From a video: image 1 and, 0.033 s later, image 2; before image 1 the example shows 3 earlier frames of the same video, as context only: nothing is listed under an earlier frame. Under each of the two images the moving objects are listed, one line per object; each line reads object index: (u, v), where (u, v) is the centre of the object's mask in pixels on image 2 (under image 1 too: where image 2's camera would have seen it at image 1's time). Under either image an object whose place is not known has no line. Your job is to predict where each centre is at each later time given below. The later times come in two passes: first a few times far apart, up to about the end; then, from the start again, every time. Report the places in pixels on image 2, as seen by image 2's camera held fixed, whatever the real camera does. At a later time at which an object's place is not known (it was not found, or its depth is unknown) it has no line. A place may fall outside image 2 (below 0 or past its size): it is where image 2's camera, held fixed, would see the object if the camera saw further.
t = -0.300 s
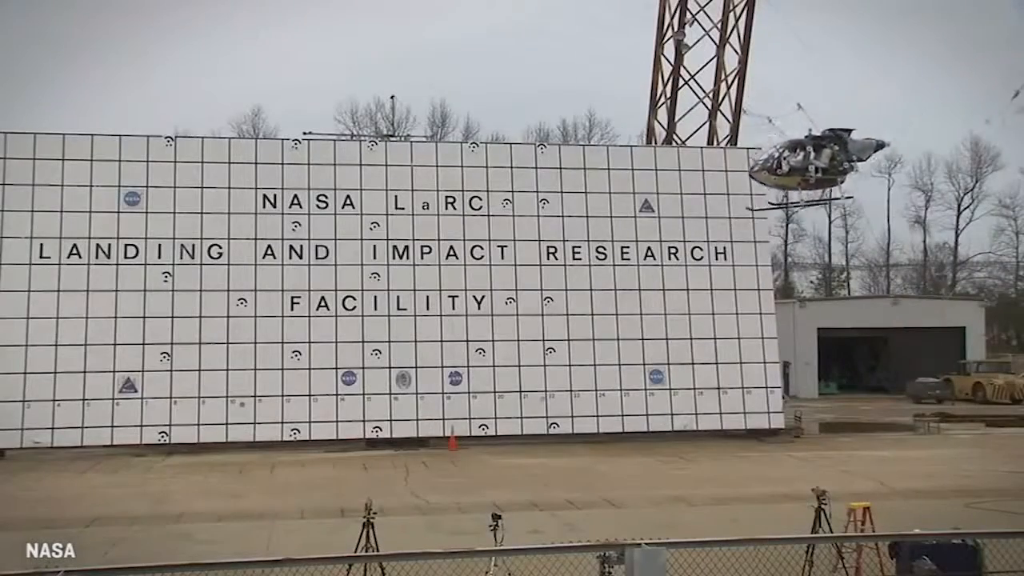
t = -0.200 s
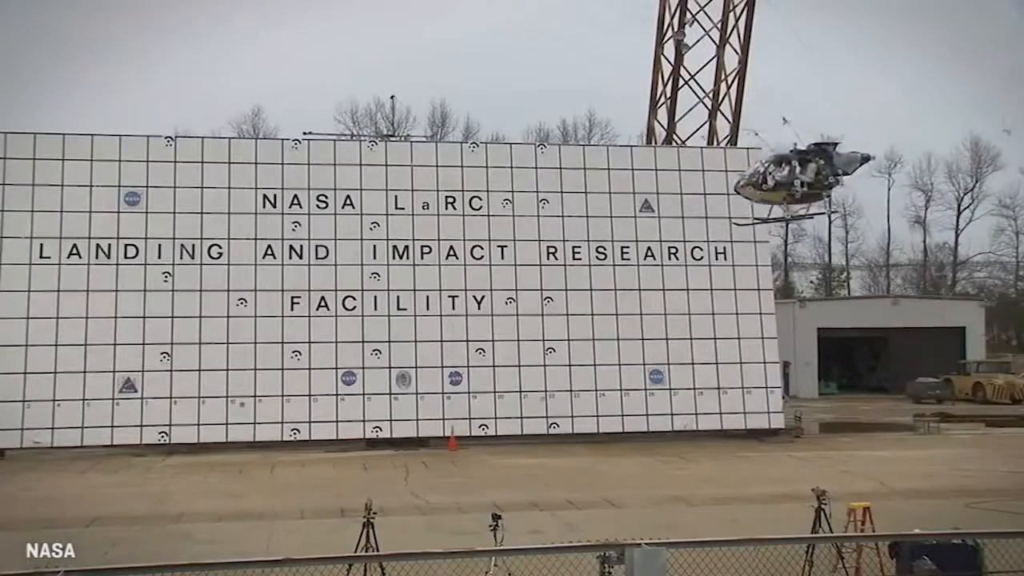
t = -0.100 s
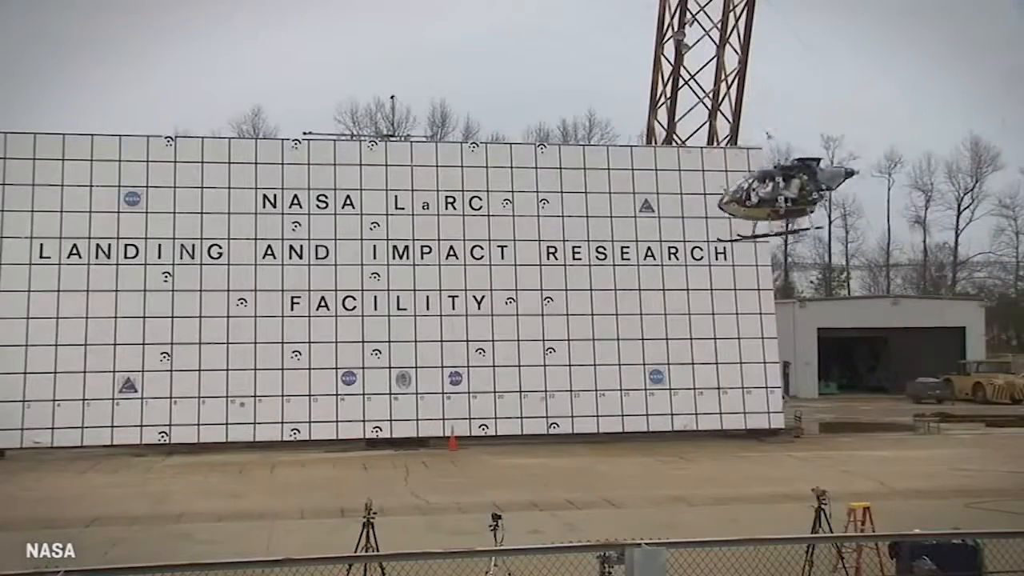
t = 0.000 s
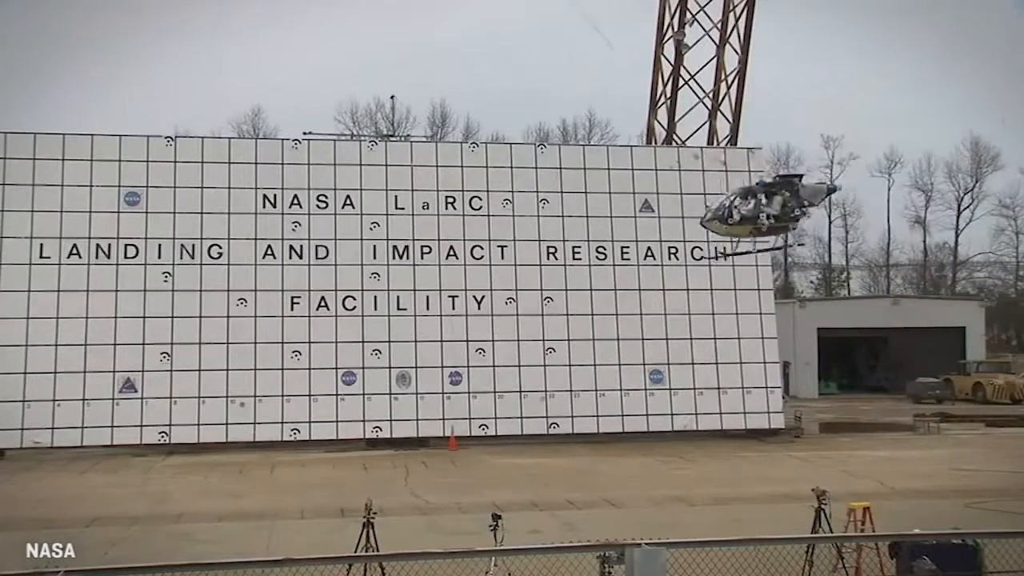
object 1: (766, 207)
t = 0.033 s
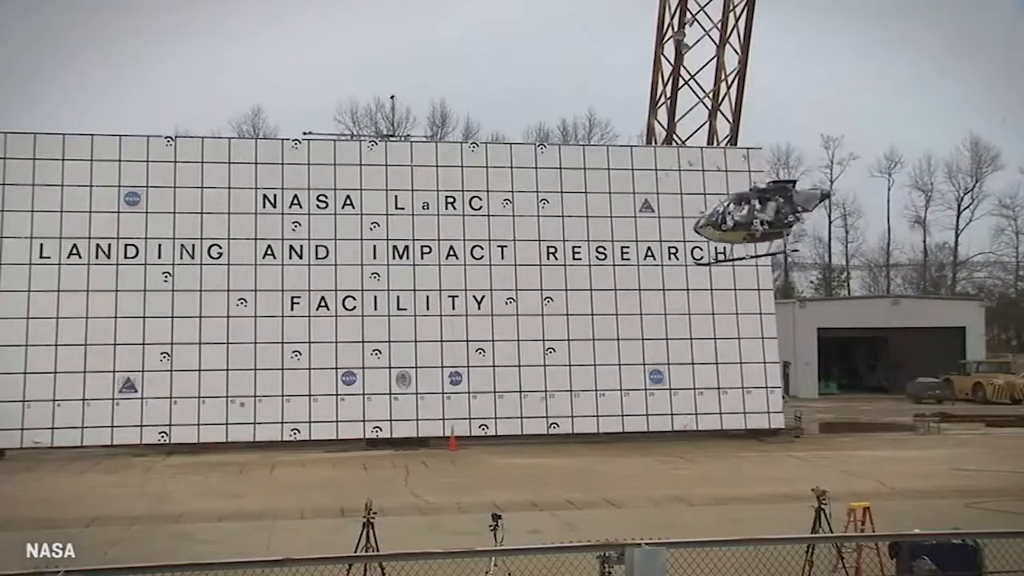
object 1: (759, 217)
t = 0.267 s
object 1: (708, 264)
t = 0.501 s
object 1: (649, 312)
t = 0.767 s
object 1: (567, 377)
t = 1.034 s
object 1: (470, 445)
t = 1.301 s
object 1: (386, 451)
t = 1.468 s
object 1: (335, 453)
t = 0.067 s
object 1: (753, 219)
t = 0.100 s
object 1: (746, 225)
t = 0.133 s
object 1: (740, 231)
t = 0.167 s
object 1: (733, 238)
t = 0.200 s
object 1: (725, 246)
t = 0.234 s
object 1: (716, 257)
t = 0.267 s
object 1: (708, 264)
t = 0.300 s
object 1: (701, 268)
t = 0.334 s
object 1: (693, 271)
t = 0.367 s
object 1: (685, 279)
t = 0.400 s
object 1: (678, 285)
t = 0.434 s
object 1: (667, 297)
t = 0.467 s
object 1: (657, 306)
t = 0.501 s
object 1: (649, 312)
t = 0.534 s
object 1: (639, 322)
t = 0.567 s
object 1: (630, 327)
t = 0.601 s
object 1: (622, 331)
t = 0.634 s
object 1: (610, 346)
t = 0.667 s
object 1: (600, 354)
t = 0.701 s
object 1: (589, 362)
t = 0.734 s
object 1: (579, 370)
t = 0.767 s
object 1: (567, 377)
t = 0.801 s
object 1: (557, 386)
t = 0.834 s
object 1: (546, 394)
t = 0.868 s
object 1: (535, 398)
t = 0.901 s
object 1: (521, 413)
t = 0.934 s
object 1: (510, 420)
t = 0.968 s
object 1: (497, 430)
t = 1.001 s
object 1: (482, 439)
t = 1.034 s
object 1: (470, 445)
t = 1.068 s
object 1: (459, 450)
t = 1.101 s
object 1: (449, 452)
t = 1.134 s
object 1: (438, 452)
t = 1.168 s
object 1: (427, 452)
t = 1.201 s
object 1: (417, 451)
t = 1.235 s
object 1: (406, 451)
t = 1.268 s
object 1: (396, 451)
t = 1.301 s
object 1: (386, 451)
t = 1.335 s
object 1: (376, 451)
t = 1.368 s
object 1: (365, 451)
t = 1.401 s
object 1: (356, 453)
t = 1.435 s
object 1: (345, 453)
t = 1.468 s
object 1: (335, 453)
